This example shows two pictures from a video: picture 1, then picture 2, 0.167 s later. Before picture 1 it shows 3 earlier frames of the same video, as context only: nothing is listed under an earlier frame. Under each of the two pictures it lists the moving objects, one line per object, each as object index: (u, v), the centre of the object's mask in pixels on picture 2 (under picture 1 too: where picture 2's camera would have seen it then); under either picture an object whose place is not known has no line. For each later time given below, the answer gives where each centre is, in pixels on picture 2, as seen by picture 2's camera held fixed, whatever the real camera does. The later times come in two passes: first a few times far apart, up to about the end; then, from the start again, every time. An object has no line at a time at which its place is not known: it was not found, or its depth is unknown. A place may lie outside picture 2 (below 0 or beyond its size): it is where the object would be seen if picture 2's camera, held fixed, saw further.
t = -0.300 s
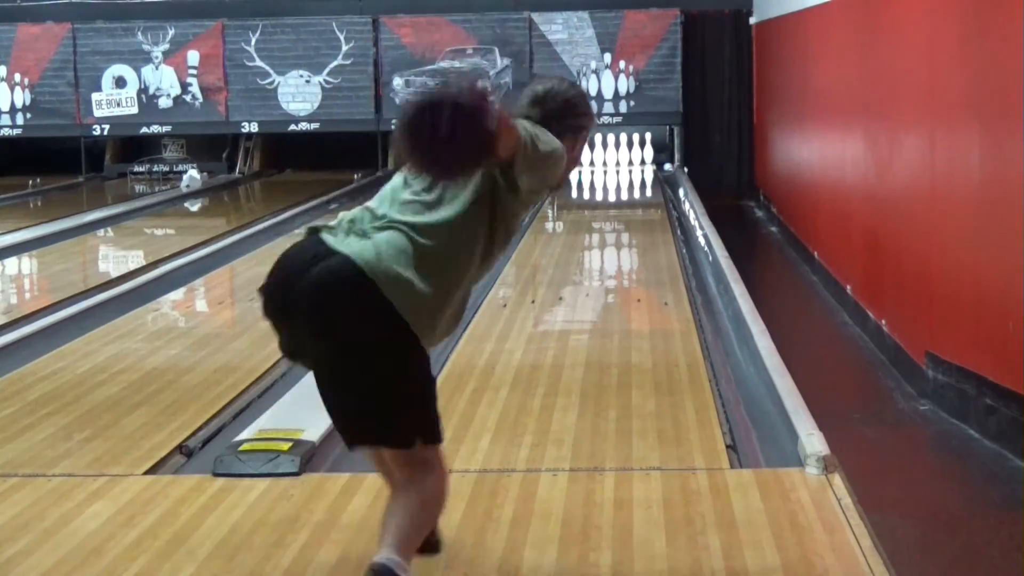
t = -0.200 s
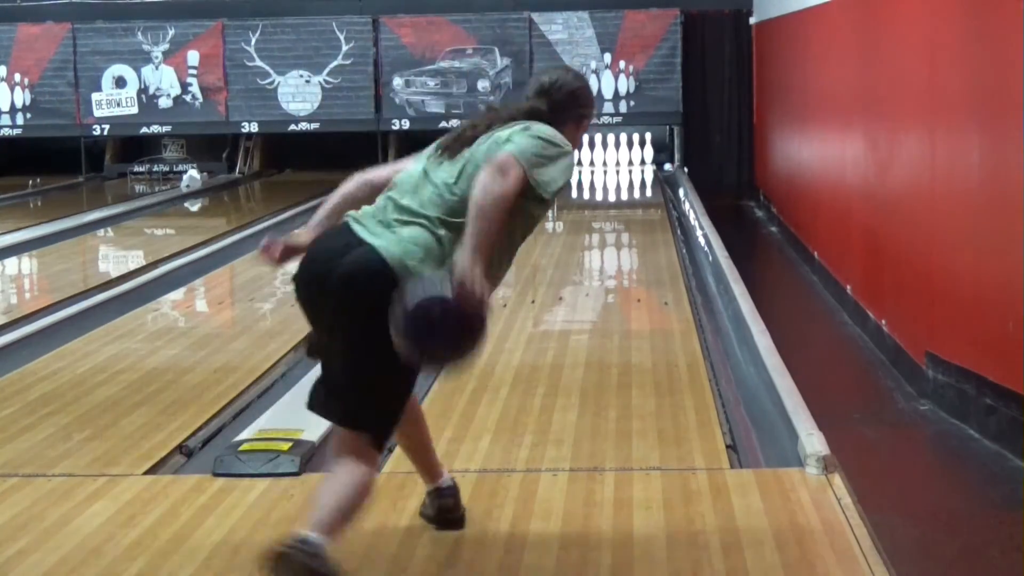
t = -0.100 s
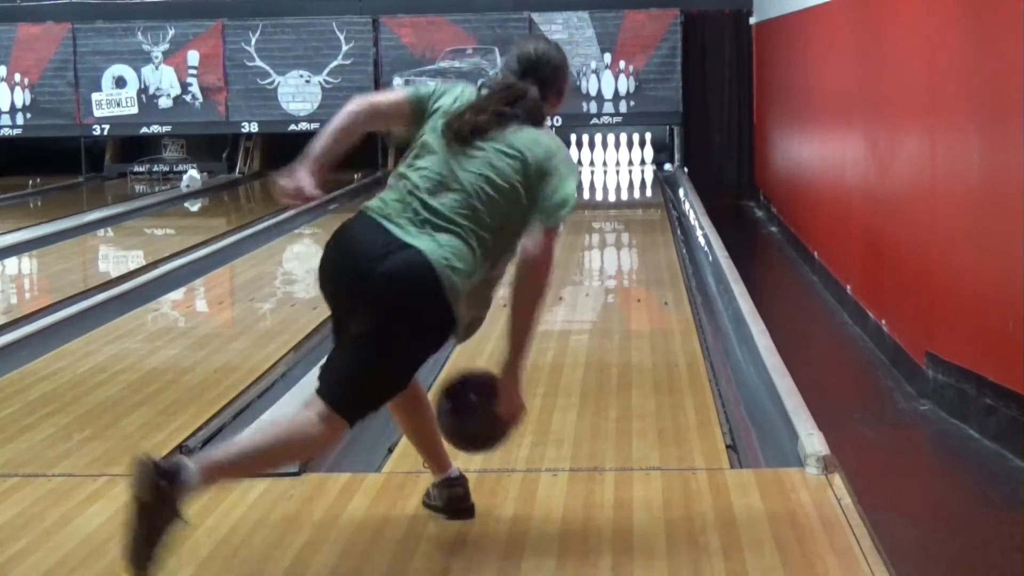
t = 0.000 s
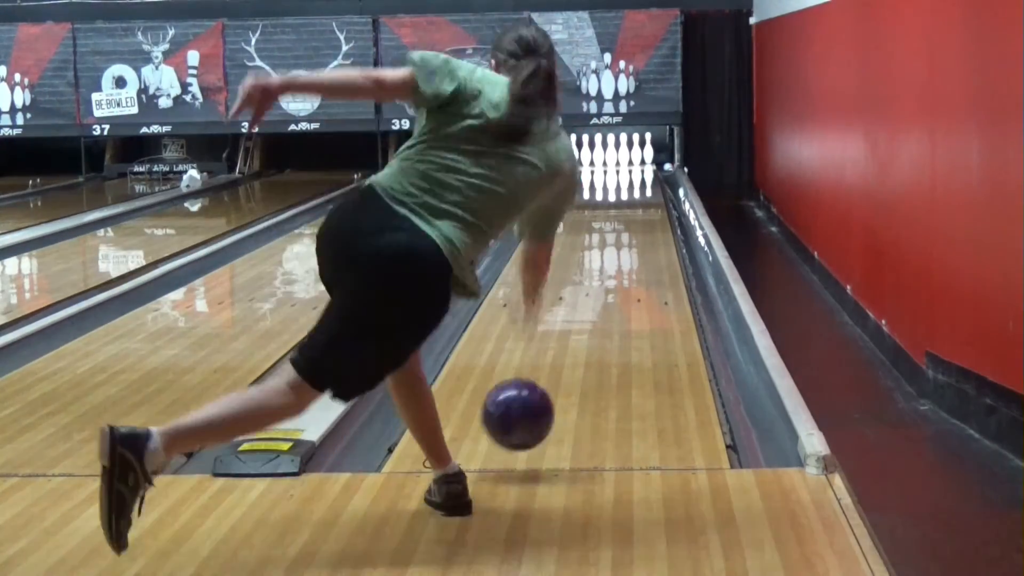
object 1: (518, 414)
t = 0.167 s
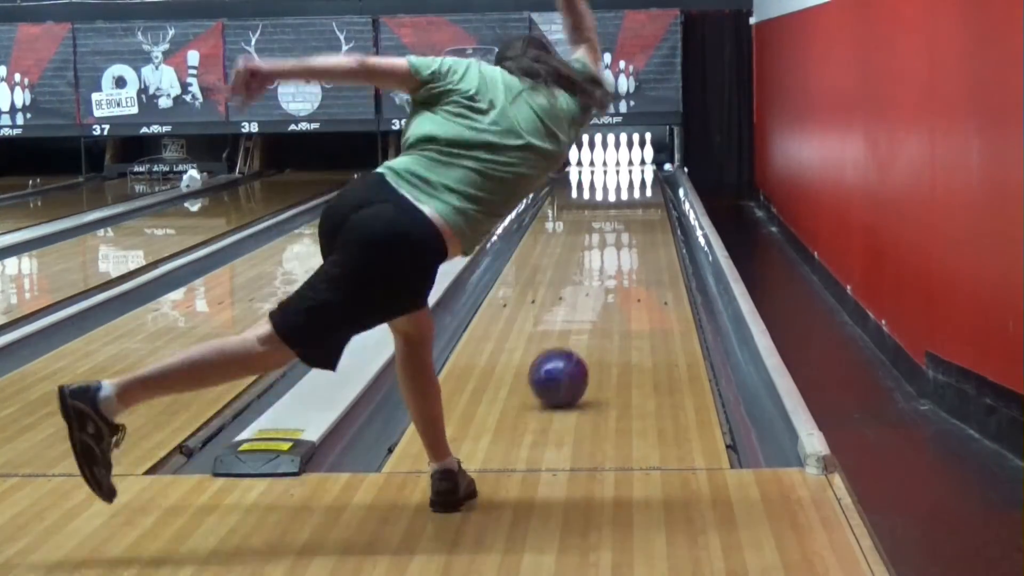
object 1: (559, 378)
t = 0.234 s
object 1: (570, 357)
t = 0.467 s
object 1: (601, 302)
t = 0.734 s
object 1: (624, 261)
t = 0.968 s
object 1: (637, 236)
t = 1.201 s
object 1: (646, 215)
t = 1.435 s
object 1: (651, 200)
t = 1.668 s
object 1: (653, 187)
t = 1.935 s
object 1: (652, 176)
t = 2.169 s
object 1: (644, 169)
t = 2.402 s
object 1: (628, 162)
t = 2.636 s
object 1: (620, 158)
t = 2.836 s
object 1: (621, 155)
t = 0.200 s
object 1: (565, 367)
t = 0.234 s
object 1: (570, 357)
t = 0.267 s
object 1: (576, 348)
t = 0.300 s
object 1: (581, 339)
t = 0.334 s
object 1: (585, 331)
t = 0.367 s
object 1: (589, 323)
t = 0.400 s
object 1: (594, 316)
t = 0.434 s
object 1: (598, 310)
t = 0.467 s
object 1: (601, 302)
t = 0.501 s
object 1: (604, 296)
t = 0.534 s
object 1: (608, 290)
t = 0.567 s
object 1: (611, 285)
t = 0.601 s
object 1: (614, 280)
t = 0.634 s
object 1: (616, 275)
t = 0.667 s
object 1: (619, 270)
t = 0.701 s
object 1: (622, 265)
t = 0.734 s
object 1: (624, 261)
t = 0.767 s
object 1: (626, 257)
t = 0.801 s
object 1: (628, 253)
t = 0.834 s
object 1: (630, 249)
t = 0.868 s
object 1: (632, 246)
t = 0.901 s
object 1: (634, 242)
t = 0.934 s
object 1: (636, 239)
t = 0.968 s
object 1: (637, 236)
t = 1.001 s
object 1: (639, 232)
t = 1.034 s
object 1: (640, 229)
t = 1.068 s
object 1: (642, 226)
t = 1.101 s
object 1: (643, 223)
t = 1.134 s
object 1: (644, 221)
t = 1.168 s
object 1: (645, 217)
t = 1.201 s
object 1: (646, 215)
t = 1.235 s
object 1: (647, 213)
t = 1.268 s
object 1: (648, 211)
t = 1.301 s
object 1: (649, 208)
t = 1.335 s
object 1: (650, 206)
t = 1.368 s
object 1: (651, 204)
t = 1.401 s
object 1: (651, 202)
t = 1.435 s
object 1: (651, 200)
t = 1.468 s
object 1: (651, 198)
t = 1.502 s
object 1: (652, 197)
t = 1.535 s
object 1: (652, 195)
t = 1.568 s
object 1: (652, 193)
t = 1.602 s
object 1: (653, 190)
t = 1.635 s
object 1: (654, 189)
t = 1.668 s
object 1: (653, 187)
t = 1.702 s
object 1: (653, 186)
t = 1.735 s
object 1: (653, 184)
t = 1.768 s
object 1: (654, 183)
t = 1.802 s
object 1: (653, 181)
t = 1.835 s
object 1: (653, 180)
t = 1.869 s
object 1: (653, 179)
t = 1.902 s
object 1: (653, 177)
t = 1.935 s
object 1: (652, 176)
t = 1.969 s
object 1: (652, 175)
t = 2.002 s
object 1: (650, 174)
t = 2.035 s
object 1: (649, 173)
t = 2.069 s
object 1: (648, 171)
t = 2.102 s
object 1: (647, 171)
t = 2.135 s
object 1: (645, 170)
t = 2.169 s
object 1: (644, 169)
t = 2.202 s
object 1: (642, 167)
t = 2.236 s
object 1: (639, 167)
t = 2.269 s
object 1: (638, 166)
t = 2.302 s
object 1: (636, 165)
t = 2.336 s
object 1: (634, 164)
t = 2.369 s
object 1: (631, 163)
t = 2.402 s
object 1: (628, 162)
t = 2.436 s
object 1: (626, 161)
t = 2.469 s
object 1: (625, 161)
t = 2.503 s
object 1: (623, 161)
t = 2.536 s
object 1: (621, 160)
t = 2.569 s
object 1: (620, 160)
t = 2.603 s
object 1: (620, 159)
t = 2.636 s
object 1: (620, 158)
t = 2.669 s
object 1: (620, 157)
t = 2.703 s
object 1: (620, 157)
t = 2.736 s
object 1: (621, 157)
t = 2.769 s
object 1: (621, 157)
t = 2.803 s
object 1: (622, 157)
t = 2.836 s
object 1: (621, 155)
